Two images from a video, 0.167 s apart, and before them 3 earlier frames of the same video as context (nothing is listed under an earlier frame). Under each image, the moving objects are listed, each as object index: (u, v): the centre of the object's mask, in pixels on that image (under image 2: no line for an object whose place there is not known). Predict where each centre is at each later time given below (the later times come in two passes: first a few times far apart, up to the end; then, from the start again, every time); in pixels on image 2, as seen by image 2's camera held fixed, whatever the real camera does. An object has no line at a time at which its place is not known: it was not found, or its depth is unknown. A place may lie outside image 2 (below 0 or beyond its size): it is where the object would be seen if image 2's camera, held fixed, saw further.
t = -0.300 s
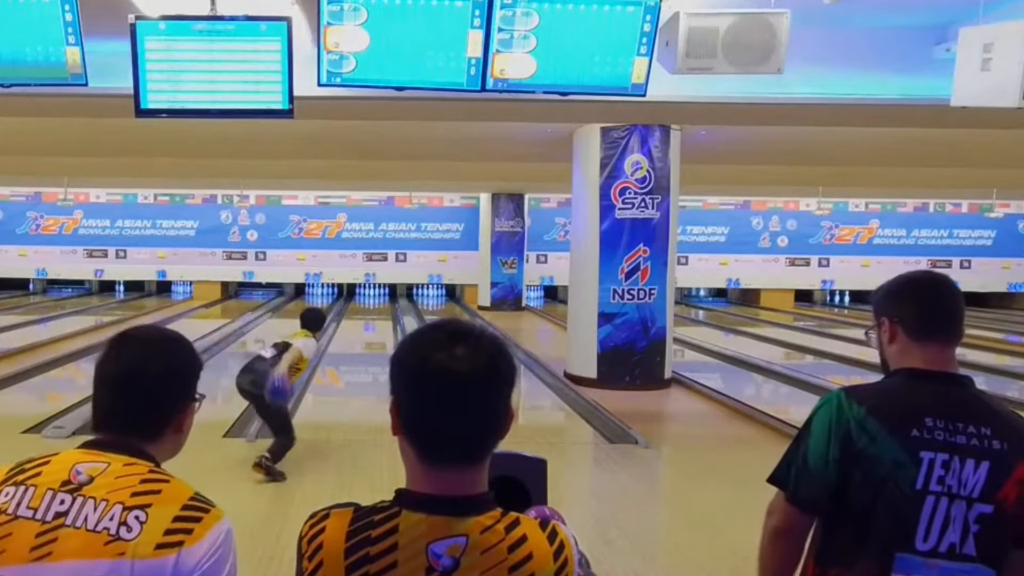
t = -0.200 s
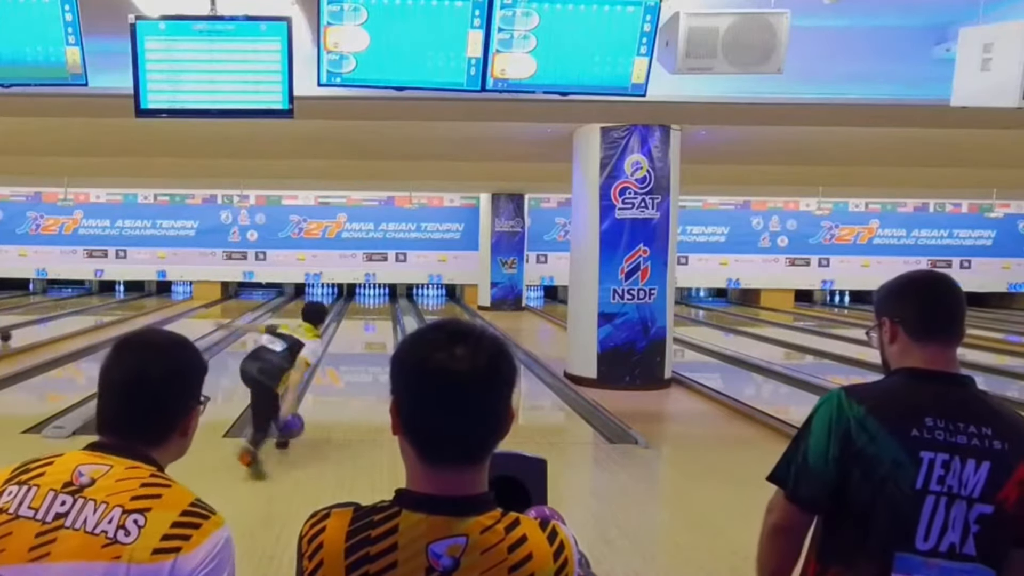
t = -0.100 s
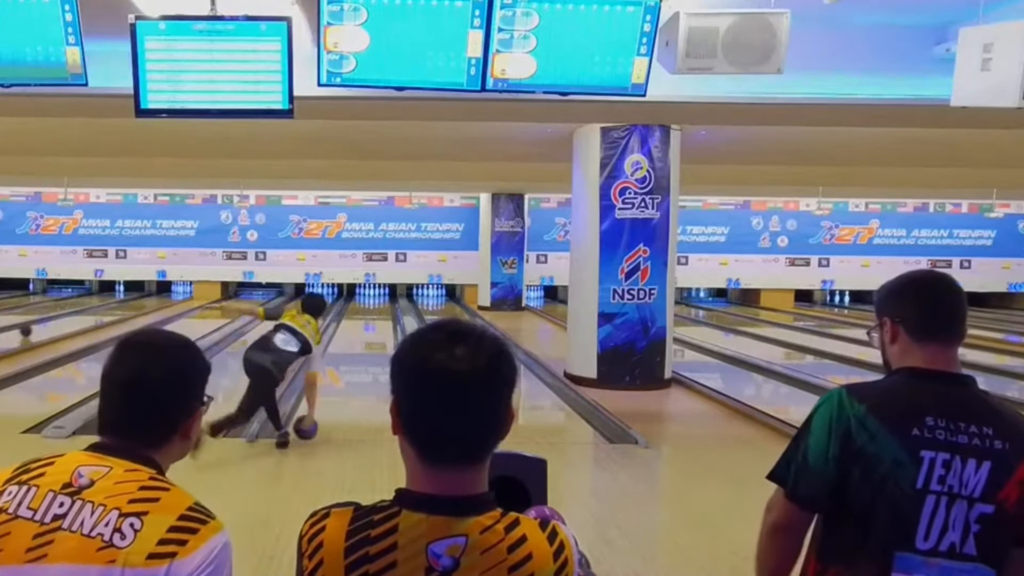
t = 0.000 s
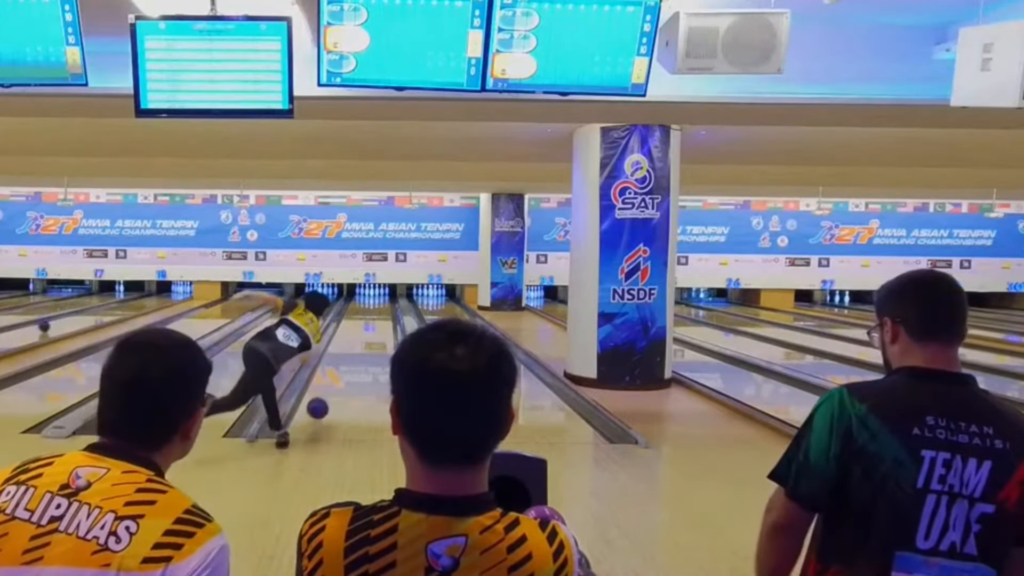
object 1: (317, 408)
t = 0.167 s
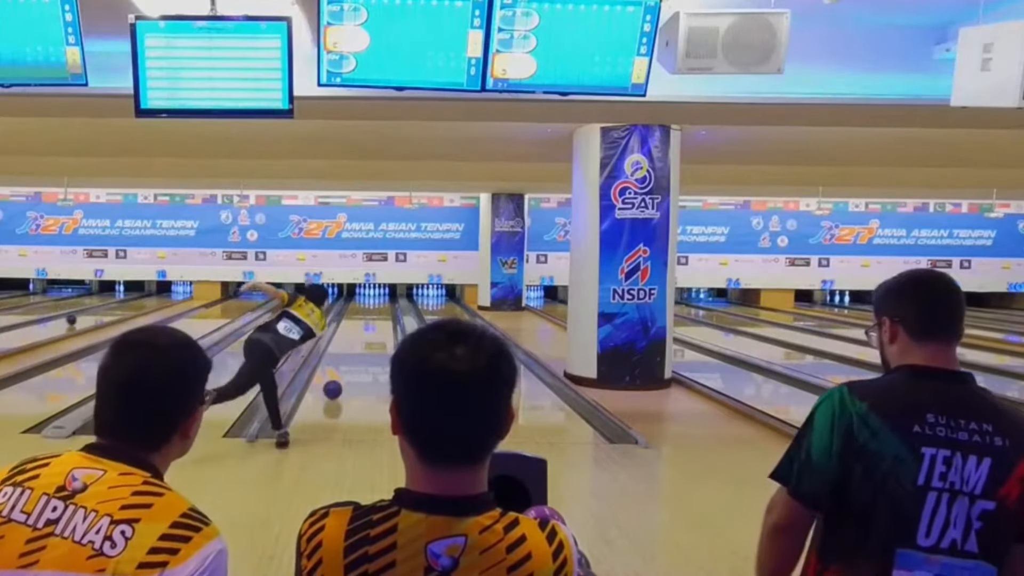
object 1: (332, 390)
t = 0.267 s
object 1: (340, 379)
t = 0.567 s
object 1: (356, 354)
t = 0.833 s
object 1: (365, 338)
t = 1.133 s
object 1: (373, 324)
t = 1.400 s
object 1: (378, 317)
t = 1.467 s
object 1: (379, 313)
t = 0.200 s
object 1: (335, 386)
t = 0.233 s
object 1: (337, 383)
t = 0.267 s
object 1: (340, 379)
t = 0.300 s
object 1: (342, 376)
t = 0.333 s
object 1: (344, 372)
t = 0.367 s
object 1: (346, 369)
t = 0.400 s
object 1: (348, 367)
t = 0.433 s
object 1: (349, 364)
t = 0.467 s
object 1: (351, 361)
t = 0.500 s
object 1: (353, 358)
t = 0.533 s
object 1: (354, 356)
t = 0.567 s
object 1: (356, 354)
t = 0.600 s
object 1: (357, 352)
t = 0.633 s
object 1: (359, 349)
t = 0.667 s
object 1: (360, 347)
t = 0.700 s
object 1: (361, 345)
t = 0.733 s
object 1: (362, 343)
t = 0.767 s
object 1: (363, 342)
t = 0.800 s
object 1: (364, 340)
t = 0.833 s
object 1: (365, 338)
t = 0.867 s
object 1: (366, 336)
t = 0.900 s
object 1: (367, 334)
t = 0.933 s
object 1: (368, 333)
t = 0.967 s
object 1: (369, 331)
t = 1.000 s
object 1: (370, 330)
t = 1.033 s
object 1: (371, 329)
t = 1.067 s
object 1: (371, 327)
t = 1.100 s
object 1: (372, 326)
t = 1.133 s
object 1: (373, 324)
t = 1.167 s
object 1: (374, 323)
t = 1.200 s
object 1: (374, 322)
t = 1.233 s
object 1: (375, 321)
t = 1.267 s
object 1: (375, 320)
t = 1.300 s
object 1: (376, 319)
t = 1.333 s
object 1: (377, 318)
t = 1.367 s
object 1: (378, 317)
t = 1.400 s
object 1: (378, 317)
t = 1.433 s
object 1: (379, 315)
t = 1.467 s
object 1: (379, 313)
